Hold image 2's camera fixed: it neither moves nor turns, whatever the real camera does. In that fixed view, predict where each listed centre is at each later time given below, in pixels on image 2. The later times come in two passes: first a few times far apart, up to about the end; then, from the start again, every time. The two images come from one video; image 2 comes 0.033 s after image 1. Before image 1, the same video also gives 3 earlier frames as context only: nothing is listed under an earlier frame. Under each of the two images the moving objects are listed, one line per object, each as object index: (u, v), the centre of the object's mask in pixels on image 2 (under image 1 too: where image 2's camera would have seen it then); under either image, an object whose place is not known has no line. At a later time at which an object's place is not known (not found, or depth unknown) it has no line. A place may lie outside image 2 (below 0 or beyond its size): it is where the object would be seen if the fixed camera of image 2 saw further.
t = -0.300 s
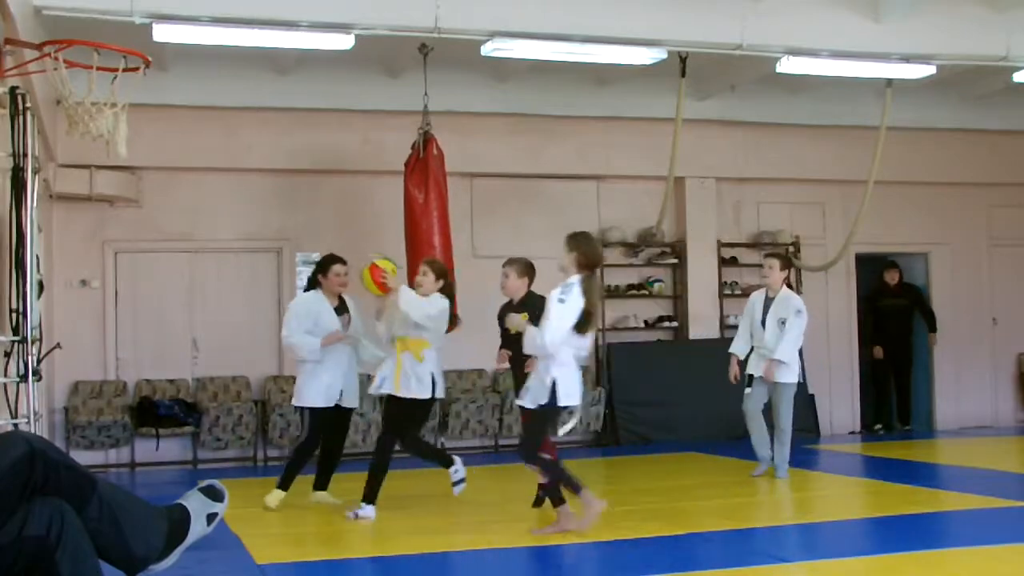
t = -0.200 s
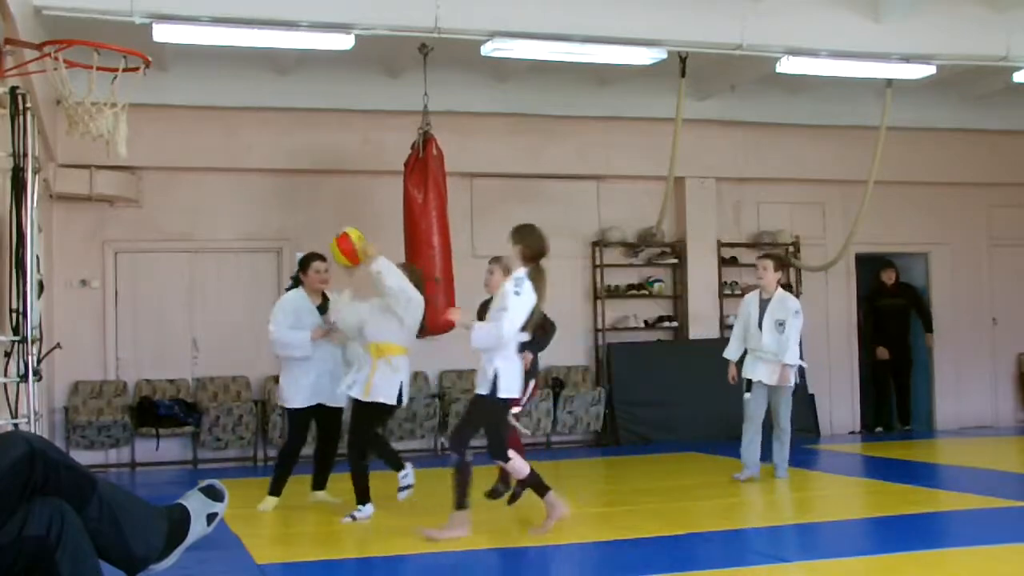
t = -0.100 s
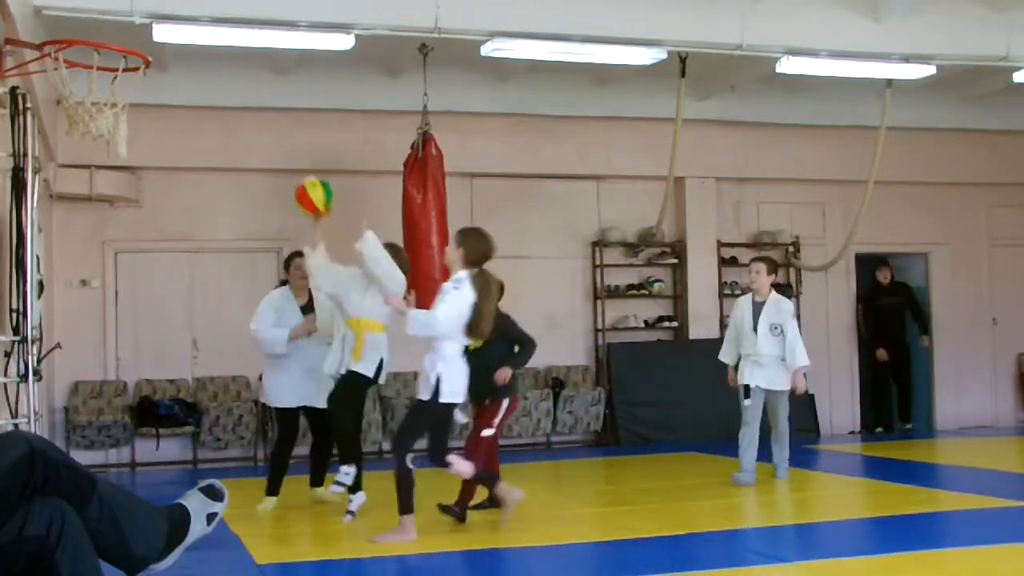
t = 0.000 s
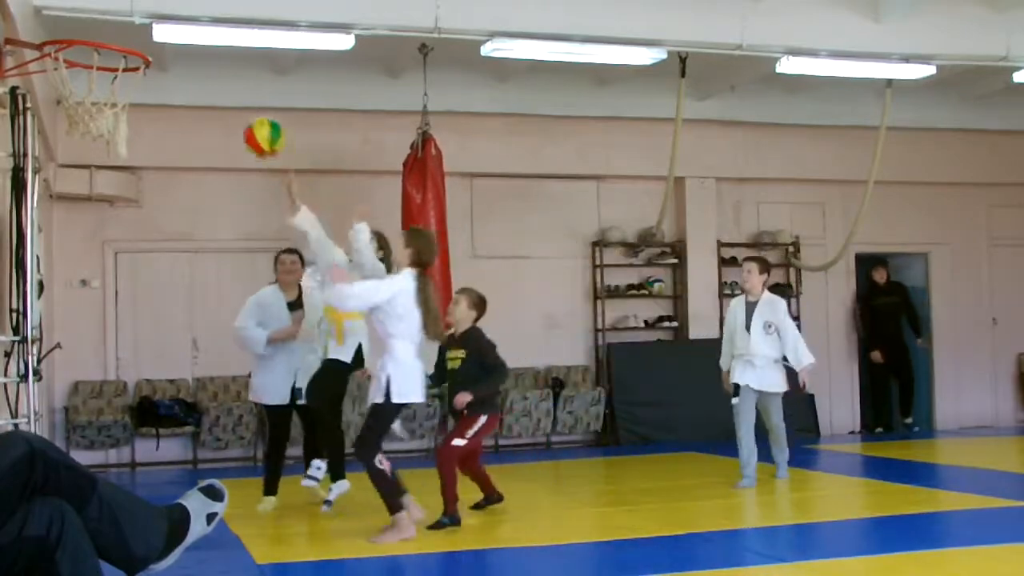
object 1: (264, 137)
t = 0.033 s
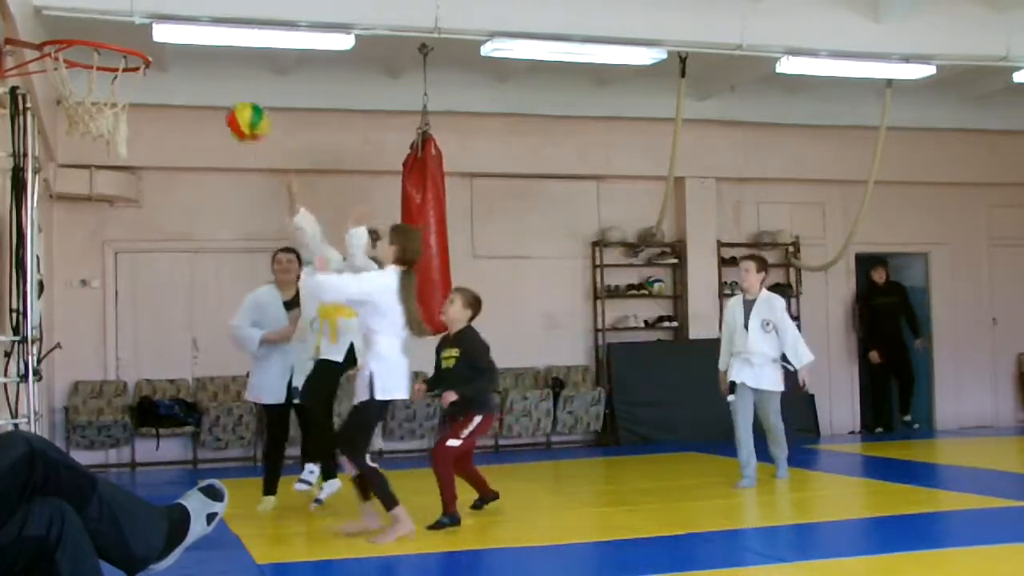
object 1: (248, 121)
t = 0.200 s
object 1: (161, 68)
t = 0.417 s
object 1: (265, 87)
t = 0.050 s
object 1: (238, 114)
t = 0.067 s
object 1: (229, 107)
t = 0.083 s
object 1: (220, 100)
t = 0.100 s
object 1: (211, 94)
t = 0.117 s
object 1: (202, 88)
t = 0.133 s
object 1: (193, 83)
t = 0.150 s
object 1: (183, 78)
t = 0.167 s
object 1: (174, 73)
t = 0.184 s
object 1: (165, 71)
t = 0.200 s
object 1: (161, 68)
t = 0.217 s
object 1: (167, 66)
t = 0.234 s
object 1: (176, 65)
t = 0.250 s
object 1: (184, 65)
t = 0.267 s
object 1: (192, 66)
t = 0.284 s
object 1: (202, 66)
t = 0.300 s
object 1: (210, 67)
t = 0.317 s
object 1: (218, 68)
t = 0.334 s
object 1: (226, 71)
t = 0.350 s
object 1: (234, 73)
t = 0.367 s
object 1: (243, 76)
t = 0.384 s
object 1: (251, 79)
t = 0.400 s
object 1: (258, 83)
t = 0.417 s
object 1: (265, 87)
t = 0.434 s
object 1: (273, 93)
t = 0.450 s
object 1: (281, 98)
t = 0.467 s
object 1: (288, 104)
